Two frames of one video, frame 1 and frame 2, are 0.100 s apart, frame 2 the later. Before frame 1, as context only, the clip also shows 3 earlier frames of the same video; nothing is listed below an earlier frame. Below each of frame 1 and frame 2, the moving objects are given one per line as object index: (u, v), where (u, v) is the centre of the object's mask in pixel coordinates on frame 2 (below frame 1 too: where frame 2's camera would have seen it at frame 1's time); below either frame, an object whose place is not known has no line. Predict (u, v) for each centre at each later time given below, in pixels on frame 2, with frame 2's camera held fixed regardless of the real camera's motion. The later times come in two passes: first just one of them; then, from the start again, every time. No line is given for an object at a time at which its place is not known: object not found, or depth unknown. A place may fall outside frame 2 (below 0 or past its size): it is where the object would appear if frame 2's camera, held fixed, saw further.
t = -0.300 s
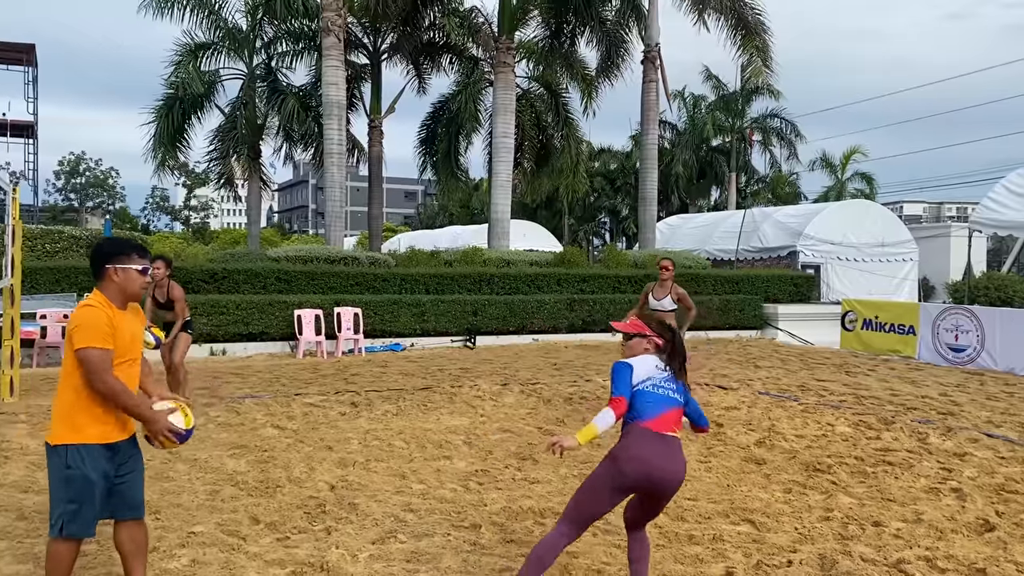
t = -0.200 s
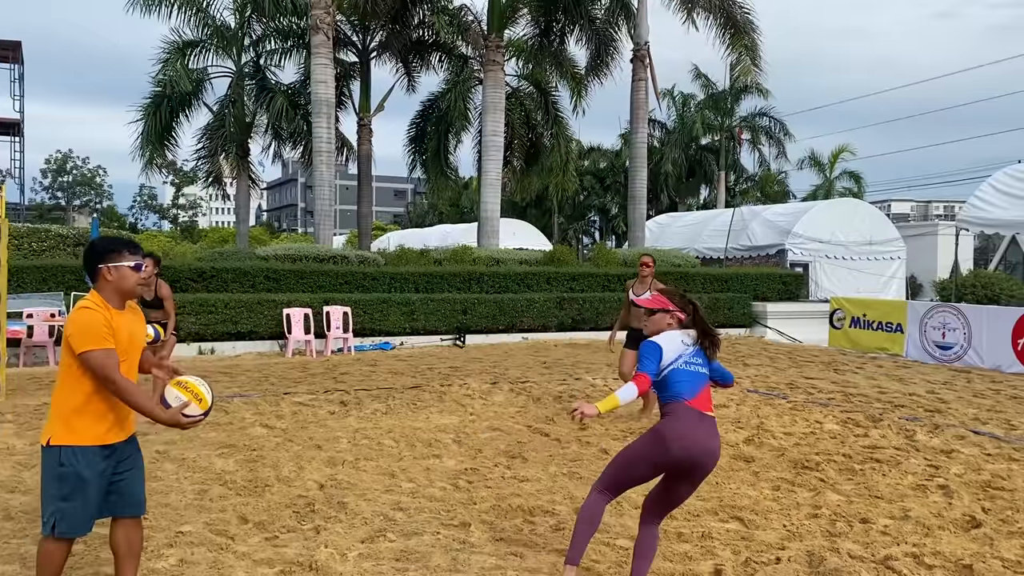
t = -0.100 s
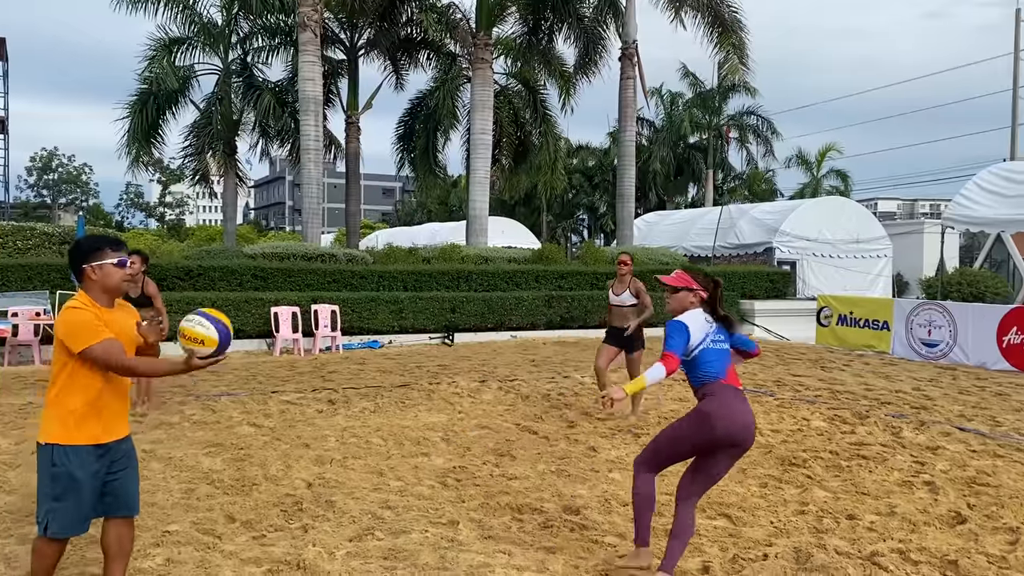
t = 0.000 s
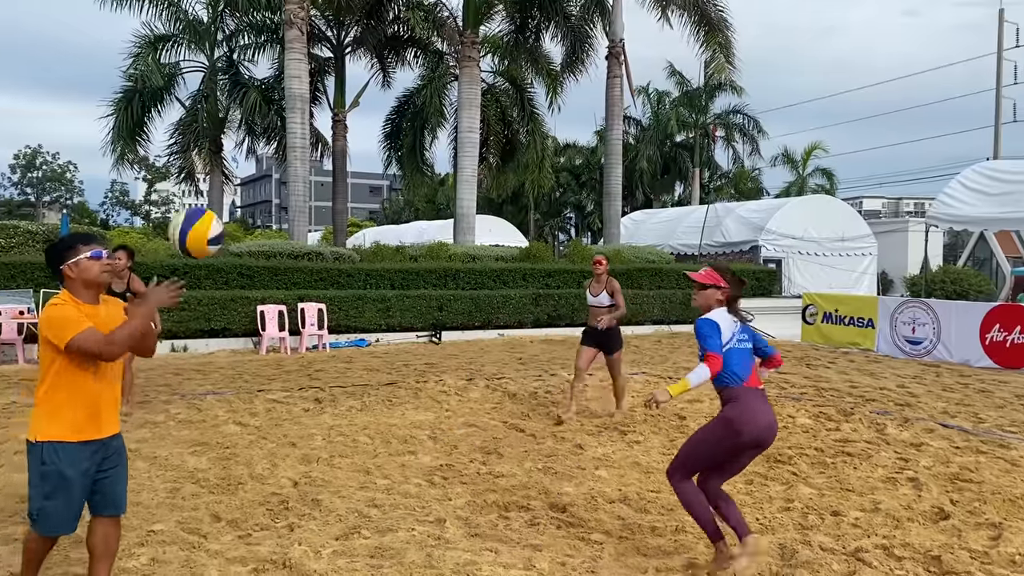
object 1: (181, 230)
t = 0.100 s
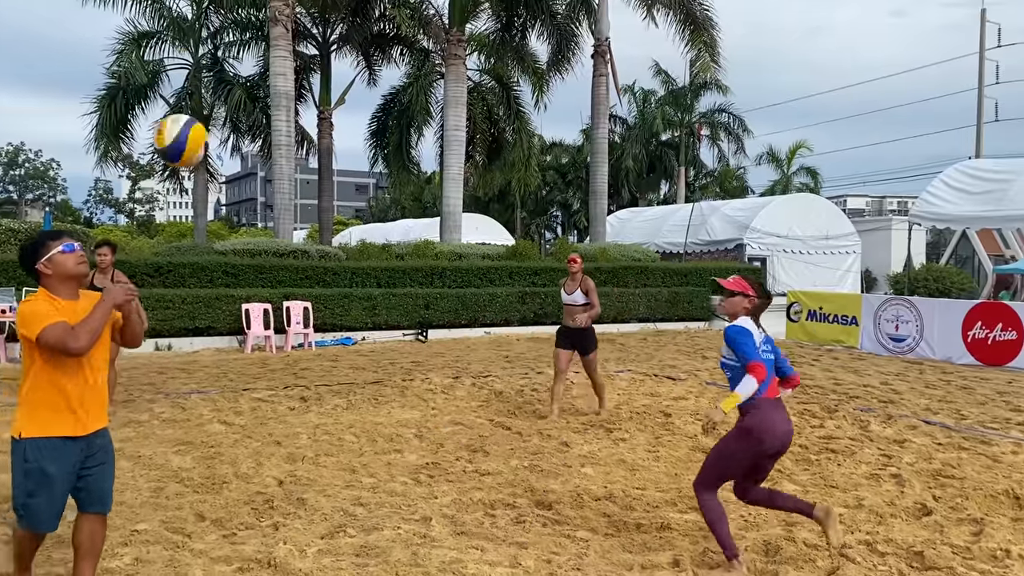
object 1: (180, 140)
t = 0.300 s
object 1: (178, 38)
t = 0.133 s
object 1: (180, 117)
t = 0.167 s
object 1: (180, 96)
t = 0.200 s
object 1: (179, 78)
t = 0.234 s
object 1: (178, 61)
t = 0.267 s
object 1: (179, 48)
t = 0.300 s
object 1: (178, 38)
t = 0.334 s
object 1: (177, 32)
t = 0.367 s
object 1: (177, 30)
